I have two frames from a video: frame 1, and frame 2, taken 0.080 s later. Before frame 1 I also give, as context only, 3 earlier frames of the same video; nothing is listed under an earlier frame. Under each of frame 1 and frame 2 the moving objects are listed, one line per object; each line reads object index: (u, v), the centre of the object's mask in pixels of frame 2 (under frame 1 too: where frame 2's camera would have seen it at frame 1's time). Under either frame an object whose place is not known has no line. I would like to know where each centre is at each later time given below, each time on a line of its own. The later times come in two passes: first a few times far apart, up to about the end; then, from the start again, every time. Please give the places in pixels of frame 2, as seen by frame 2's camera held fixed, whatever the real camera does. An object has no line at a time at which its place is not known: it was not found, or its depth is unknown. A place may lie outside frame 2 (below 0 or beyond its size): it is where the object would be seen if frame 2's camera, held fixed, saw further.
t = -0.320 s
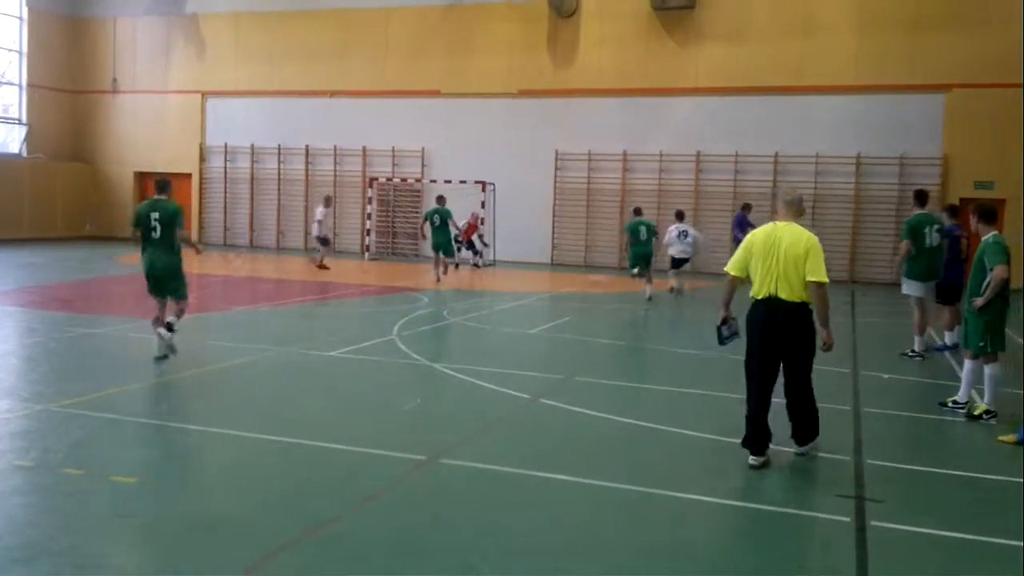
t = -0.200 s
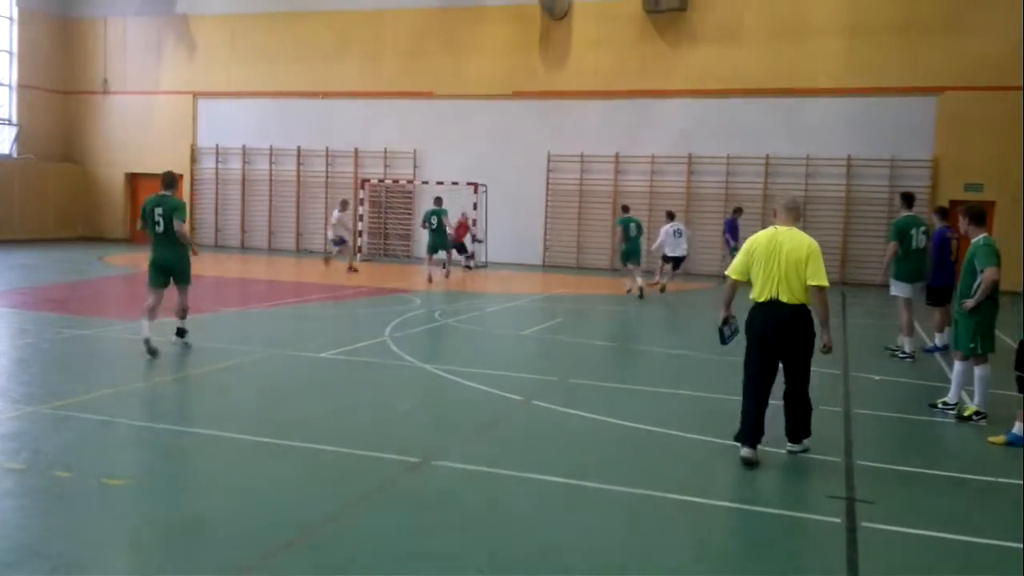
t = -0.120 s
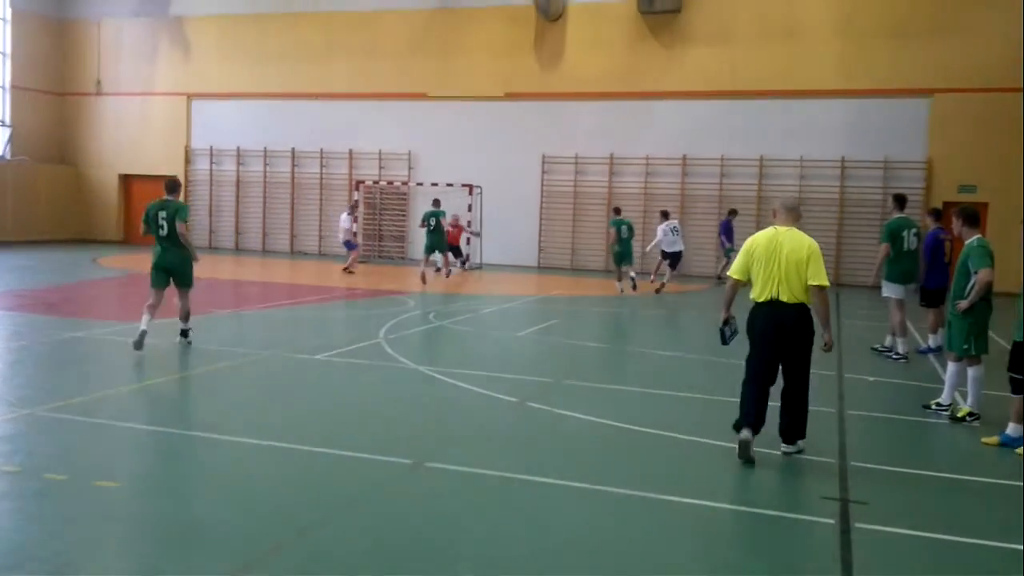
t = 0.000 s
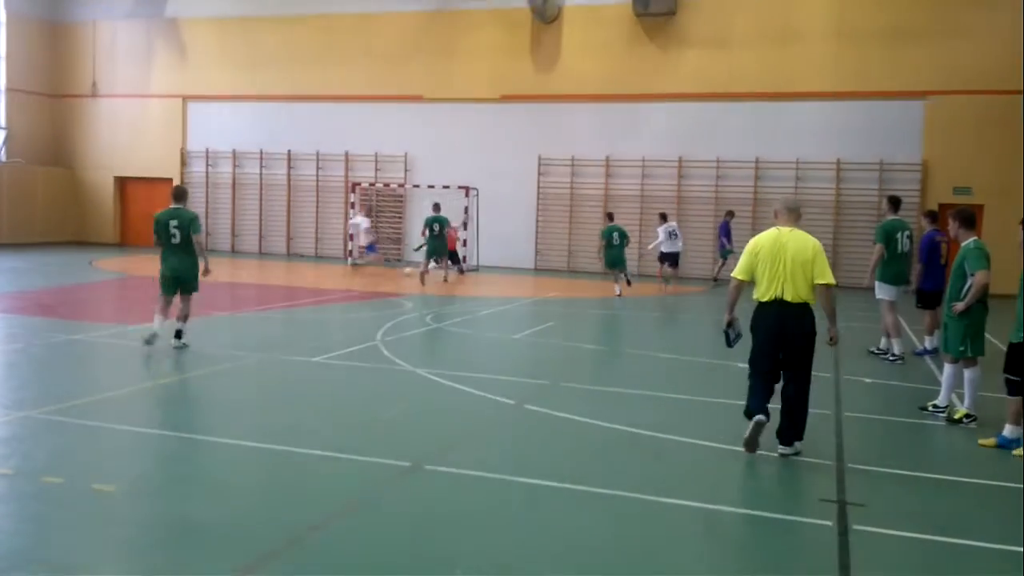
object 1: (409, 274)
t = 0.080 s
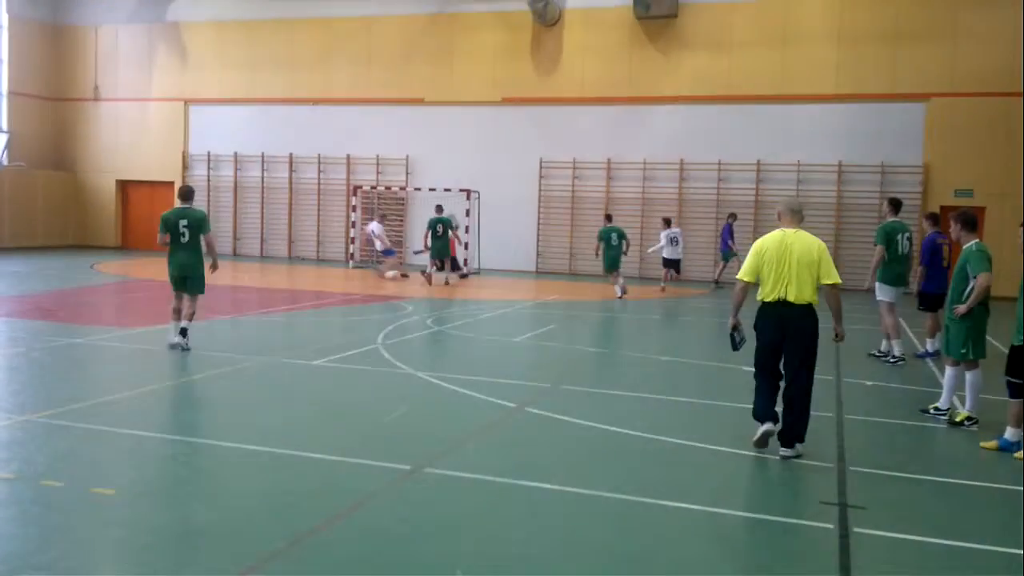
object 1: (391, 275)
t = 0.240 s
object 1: (359, 274)
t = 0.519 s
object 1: (308, 278)
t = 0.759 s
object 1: (274, 280)
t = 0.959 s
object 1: (241, 283)
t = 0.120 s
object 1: (381, 276)
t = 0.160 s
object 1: (374, 275)
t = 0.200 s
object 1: (365, 275)
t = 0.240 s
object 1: (359, 274)
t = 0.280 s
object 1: (349, 276)
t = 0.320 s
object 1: (343, 276)
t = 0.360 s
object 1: (335, 277)
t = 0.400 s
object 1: (327, 278)
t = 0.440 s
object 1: (319, 278)
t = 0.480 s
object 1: (314, 279)
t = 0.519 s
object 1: (308, 278)
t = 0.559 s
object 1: (303, 278)
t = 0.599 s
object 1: (297, 279)
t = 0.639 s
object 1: (291, 279)
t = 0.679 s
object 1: (284, 280)
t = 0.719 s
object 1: (278, 280)
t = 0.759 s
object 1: (274, 280)
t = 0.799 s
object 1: (267, 281)
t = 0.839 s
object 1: (260, 281)
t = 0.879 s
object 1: (254, 282)
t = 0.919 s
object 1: (247, 283)
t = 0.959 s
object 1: (241, 283)
